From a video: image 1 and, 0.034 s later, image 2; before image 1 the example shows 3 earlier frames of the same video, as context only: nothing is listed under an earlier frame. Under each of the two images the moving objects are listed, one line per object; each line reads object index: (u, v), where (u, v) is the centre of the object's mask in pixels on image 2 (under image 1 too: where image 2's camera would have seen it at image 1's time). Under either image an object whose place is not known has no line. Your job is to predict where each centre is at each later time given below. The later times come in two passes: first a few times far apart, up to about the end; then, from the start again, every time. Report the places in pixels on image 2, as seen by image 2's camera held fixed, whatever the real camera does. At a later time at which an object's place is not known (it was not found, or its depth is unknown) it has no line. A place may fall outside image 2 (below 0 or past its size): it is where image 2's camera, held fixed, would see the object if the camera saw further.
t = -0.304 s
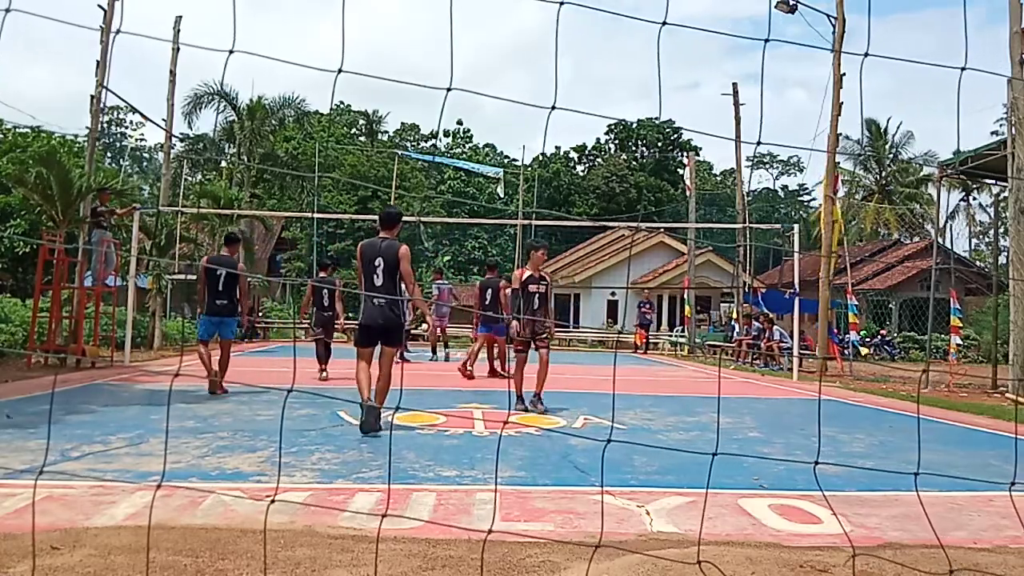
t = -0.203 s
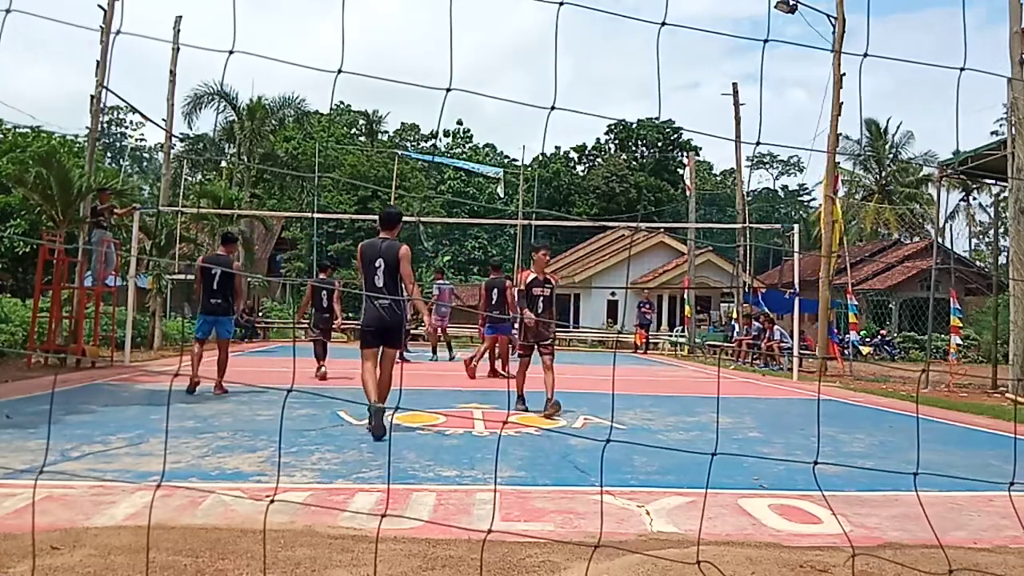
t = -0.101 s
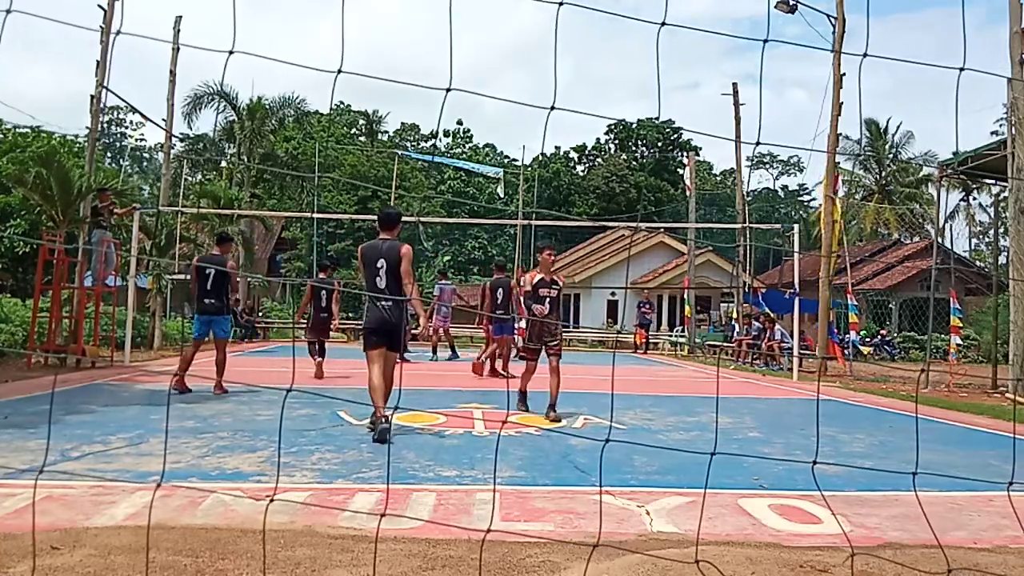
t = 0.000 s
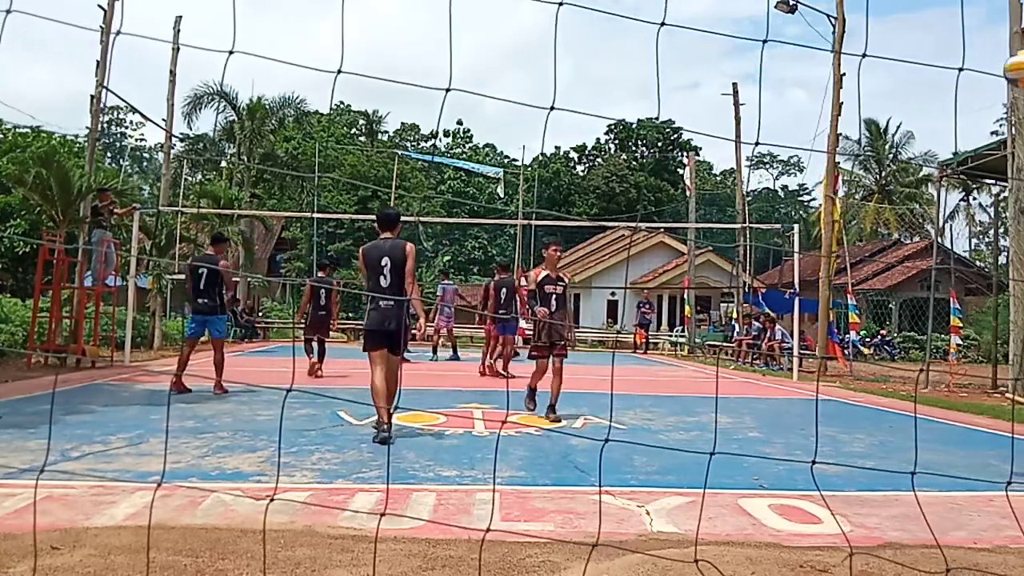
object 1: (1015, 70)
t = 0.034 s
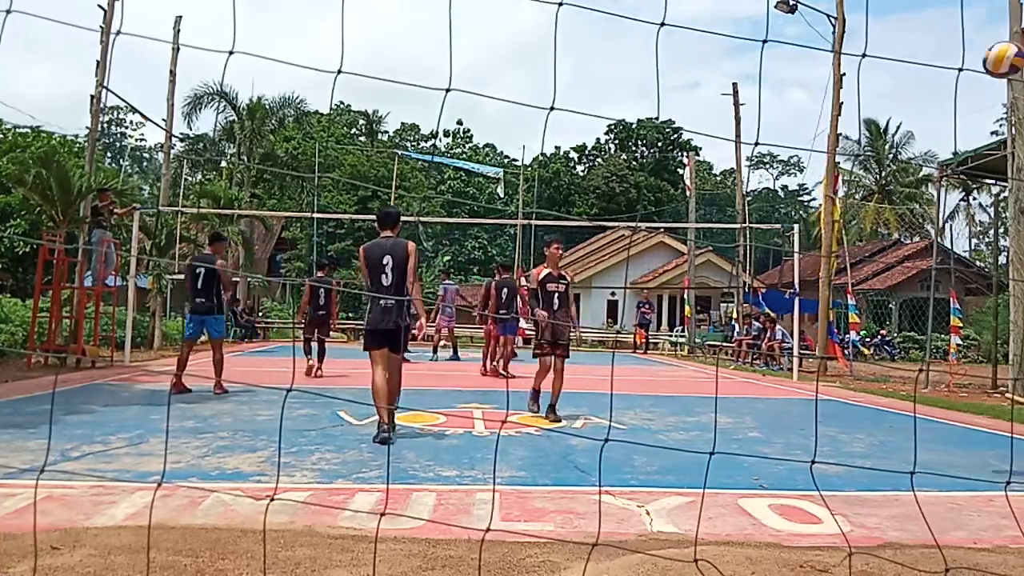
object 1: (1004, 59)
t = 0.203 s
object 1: (906, 47)
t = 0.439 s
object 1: (789, 103)
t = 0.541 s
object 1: (745, 149)
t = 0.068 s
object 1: (983, 53)
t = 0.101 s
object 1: (963, 48)
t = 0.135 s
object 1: (943, 46)
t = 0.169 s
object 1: (924, 45)
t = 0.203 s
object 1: (906, 47)
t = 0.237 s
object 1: (888, 49)
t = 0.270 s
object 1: (871, 54)
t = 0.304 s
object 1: (853, 61)
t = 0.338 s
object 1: (836, 69)
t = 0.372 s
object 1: (819, 79)
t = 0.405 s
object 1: (804, 90)
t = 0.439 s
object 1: (789, 103)
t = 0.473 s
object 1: (774, 117)
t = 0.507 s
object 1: (759, 132)
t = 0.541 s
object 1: (745, 149)
